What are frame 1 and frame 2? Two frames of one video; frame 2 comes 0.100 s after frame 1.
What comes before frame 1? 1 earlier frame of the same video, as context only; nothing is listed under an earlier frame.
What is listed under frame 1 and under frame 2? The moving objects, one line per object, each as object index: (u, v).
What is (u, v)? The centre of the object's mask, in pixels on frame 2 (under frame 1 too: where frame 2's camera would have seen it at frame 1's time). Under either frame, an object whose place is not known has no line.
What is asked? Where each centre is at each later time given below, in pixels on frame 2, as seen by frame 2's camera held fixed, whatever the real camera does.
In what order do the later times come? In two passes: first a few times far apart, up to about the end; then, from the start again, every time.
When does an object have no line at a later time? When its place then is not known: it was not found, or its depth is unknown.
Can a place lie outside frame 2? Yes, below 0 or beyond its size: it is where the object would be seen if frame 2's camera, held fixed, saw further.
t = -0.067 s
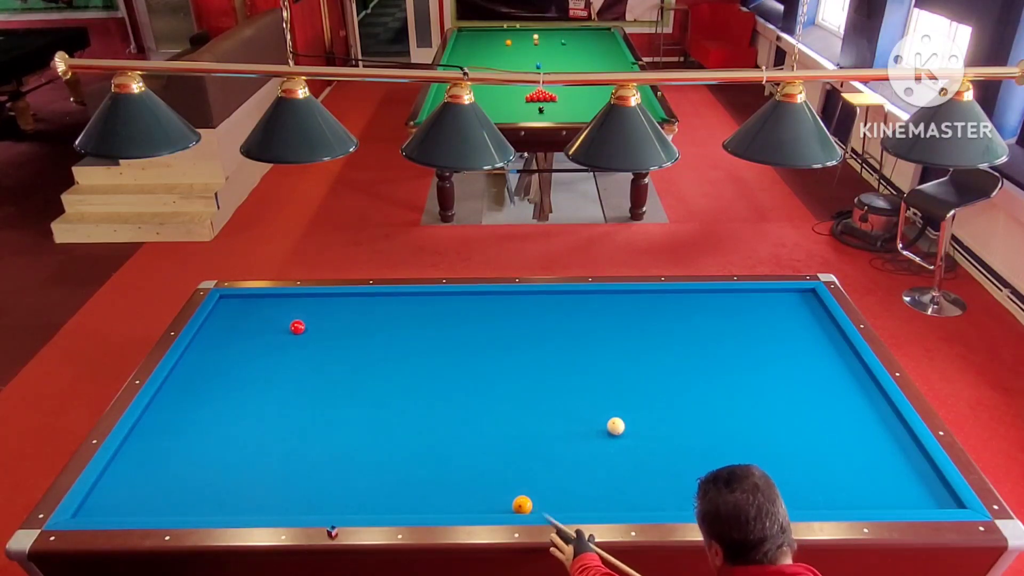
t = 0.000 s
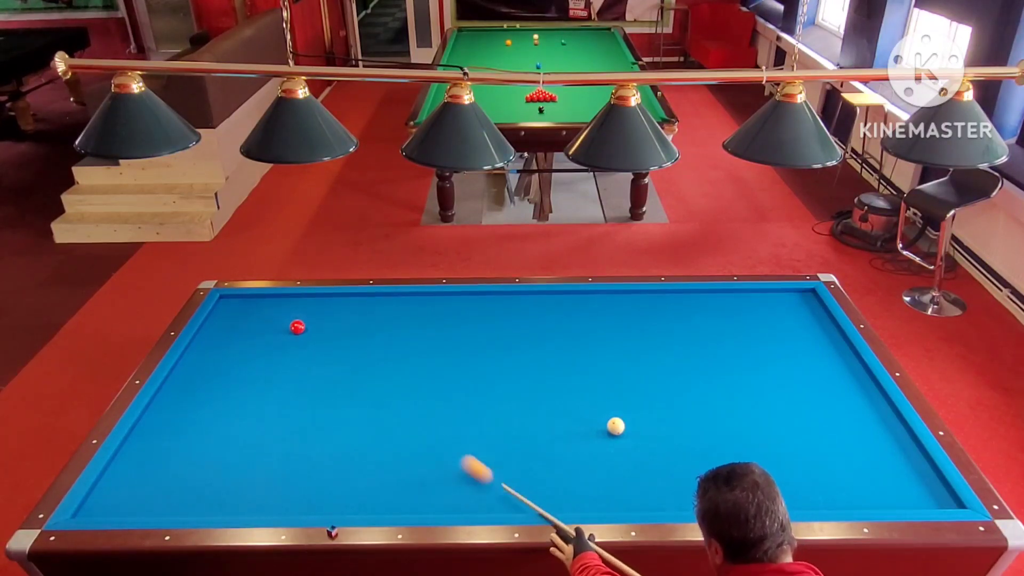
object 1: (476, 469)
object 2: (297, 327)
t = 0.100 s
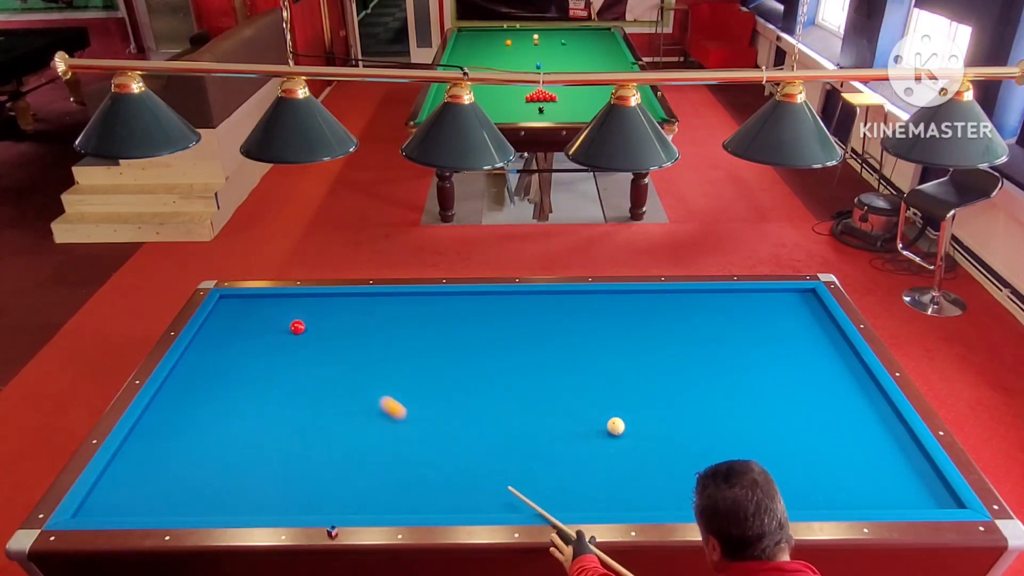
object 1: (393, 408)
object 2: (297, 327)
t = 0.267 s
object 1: (291, 334)
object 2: (298, 322)
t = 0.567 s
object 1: (262, 325)
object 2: (249, 362)
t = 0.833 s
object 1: (369, 298)
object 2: (178, 450)
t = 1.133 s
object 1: (443, 315)
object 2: (151, 468)
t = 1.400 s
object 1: (509, 331)
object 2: (181, 412)
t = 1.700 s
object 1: (589, 350)
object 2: (203, 367)
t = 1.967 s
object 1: (664, 368)
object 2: (220, 333)
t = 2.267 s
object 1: (755, 390)
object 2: (237, 300)
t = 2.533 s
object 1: (841, 411)
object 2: (227, 314)
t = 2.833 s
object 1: (886, 439)
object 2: (214, 332)
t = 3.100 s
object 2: (202, 349)
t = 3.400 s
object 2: (187, 370)
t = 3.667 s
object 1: (763, 478)
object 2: (173, 389)
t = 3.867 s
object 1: (726, 464)
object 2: (163, 403)
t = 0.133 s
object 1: (369, 390)
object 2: (297, 327)
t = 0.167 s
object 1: (347, 374)
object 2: (297, 327)
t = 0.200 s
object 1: (327, 358)
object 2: (297, 327)
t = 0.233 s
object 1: (309, 344)
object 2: (297, 327)
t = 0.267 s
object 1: (291, 334)
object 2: (298, 322)
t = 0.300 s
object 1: (272, 335)
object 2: (300, 310)
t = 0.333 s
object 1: (253, 336)
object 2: (301, 299)
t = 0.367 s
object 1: (234, 337)
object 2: (296, 303)
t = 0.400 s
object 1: (215, 337)
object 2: (289, 312)
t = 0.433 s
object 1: (199, 338)
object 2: (281, 322)
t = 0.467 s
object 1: (213, 335)
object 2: (273, 332)
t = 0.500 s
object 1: (230, 332)
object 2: (265, 341)
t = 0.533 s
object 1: (246, 329)
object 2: (257, 352)
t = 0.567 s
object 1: (262, 325)
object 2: (249, 362)
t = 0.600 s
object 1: (278, 322)
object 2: (241, 373)
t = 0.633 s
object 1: (293, 319)
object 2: (232, 383)
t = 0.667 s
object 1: (307, 315)
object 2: (224, 394)
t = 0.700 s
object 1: (320, 312)
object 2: (215, 404)
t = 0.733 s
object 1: (334, 309)
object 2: (206, 415)
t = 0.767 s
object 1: (346, 305)
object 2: (197, 426)
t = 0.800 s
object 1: (358, 301)
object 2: (188, 438)
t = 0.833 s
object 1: (369, 298)
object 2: (178, 450)
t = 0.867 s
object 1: (379, 296)
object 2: (168, 462)
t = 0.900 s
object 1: (387, 299)
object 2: (157, 476)
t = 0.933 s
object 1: (395, 302)
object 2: (146, 489)
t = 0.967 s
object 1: (403, 305)
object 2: (135, 503)
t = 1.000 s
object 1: (411, 307)
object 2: (127, 509)
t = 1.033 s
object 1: (419, 309)
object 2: (134, 500)
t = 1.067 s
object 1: (427, 311)
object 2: (140, 489)
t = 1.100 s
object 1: (435, 313)
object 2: (146, 478)
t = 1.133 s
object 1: (443, 315)
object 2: (151, 468)
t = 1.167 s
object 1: (451, 317)
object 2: (156, 459)
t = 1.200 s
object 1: (459, 319)
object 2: (161, 451)
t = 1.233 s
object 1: (468, 321)
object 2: (165, 443)
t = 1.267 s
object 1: (476, 323)
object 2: (169, 436)
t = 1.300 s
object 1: (484, 325)
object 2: (172, 429)
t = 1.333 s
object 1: (492, 327)
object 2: (175, 423)
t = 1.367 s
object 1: (501, 329)
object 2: (178, 417)
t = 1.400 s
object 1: (509, 331)
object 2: (181, 412)
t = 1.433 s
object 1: (518, 333)
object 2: (184, 406)
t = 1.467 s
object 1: (527, 335)
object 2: (186, 401)
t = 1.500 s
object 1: (535, 337)
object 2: (189, 396)
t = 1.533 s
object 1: (544, 339)
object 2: (192, 391)
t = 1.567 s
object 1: (553, 341)
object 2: (194, 386)
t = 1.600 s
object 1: (562, 343)
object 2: (196, 381)
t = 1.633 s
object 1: (571, 346)
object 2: (199, 376)
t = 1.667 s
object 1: (580, 348)
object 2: (201, 371)
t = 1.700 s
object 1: (589, 350)
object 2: (203, 367)
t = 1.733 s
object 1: (598, 352)
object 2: (206, 362)
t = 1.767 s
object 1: (607, 354)
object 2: (208, 358)
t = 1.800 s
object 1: (617, 357)
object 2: (210, 353)
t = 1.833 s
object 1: (626, 359)
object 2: (212, 349)
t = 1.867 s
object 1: (635, 361)
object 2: (214, 345)
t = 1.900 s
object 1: (645, 364)
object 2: (216, 341)
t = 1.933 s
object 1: (655, 366)
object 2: (218, 337)
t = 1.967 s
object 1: (664, 368)
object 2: (220, 333)
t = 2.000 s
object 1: (674, 370)
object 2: (222, 329)
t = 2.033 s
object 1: (684, 373)
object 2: (224, 325)
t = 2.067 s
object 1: (694, 375)
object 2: (226, 321)
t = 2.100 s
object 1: (703, 378)
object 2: (228, 318)
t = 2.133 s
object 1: (713, 380)
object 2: (230, 314)
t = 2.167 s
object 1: (724, 383)
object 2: (231, 310)
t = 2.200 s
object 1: (734, 385)
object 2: (233, 307)
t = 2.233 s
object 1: (744, 387)
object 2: (235, 303)
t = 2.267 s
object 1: (755, 390)
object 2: (237, 300)
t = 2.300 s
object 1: (765, 392)
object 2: (238, 298)
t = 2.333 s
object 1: (776, 395)
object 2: (236, 301)
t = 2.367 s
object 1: (786, 397)
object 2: (234, 303)
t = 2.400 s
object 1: (797, 400)
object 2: (232, 306)
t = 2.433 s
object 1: (808, 403)
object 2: (231, 308)
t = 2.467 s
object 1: (819, 405)
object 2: (229, 310)
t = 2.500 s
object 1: (830, 408)
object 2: (228, 312)
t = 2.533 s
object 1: (841, 411)
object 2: (227, 314)
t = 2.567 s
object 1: (852, 413)
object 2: (225, 316)
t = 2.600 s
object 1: (863, 416)
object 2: (224, 318)
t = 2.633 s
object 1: (875, 419)
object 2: (222, 320)
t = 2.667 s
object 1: (886, 422)
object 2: (221, 322)
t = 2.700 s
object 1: (898, 425)
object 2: (220, 324)
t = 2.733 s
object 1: (899, 428)
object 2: (218, 326)
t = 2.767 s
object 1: (894, 432)
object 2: (217, 328)
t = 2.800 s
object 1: (889, 436)
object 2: (215, 330)
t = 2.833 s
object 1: (886, 439)
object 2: (214, 332)
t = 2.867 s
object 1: (884, 442)
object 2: (212, 334)
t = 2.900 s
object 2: (211, 337)
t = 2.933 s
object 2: (209, 339)
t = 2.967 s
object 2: (208, 341)
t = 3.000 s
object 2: (206, 343)
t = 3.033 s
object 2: (205, 345)
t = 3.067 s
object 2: (203, 347)
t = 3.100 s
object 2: (202, 349)
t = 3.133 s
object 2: (200, 352)
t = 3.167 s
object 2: (198, 354)
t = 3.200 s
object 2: (197, 356)
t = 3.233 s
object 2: (195, 359)
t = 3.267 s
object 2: (194, 361)
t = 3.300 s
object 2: (192, 363)
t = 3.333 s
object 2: (190, 365)
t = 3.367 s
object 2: (189, 367)
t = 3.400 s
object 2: (187, 370)
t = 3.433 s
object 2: (185, 372)
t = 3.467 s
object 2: (184, 374)
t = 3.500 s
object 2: (182, 377)
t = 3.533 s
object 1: (785, 487)
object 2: (180, 379)
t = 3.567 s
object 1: (782, 485)
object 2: (178, 381)
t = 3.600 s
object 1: (776, 483)
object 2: (177, 384)
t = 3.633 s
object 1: (769, 481)
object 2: (175, 386)
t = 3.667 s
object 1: (763, 478)
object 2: (173, 389)
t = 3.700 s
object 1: (757, 476)
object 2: (172, 391)
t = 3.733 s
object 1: (750, 474)
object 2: (170, 393)
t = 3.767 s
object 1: (744, 471)
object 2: (168, 396)
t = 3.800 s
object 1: (738, 469)
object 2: (166, 398)
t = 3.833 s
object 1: (732, 467)
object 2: (165, 401)
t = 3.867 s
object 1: (726, 464)
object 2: (163, 403)
